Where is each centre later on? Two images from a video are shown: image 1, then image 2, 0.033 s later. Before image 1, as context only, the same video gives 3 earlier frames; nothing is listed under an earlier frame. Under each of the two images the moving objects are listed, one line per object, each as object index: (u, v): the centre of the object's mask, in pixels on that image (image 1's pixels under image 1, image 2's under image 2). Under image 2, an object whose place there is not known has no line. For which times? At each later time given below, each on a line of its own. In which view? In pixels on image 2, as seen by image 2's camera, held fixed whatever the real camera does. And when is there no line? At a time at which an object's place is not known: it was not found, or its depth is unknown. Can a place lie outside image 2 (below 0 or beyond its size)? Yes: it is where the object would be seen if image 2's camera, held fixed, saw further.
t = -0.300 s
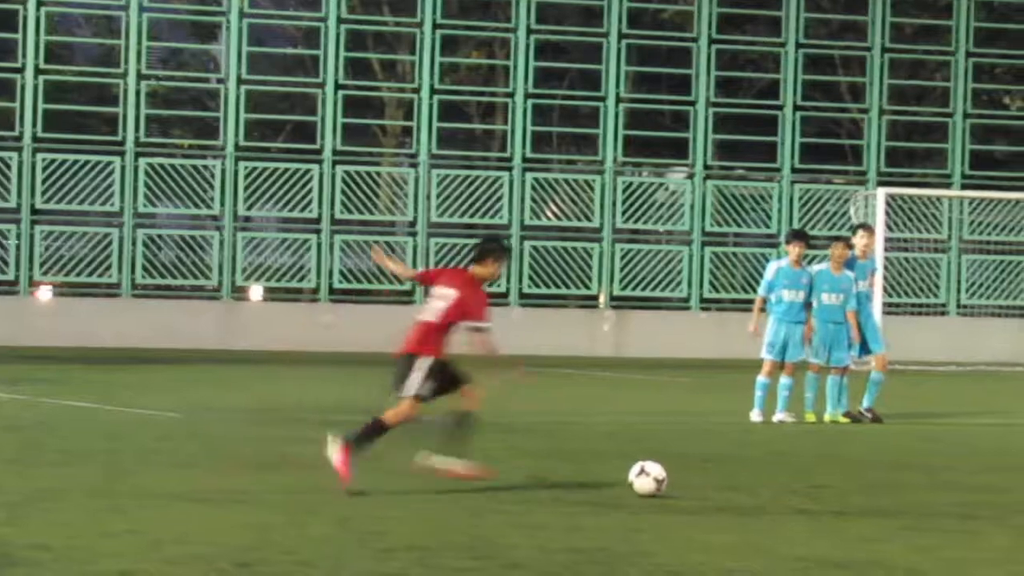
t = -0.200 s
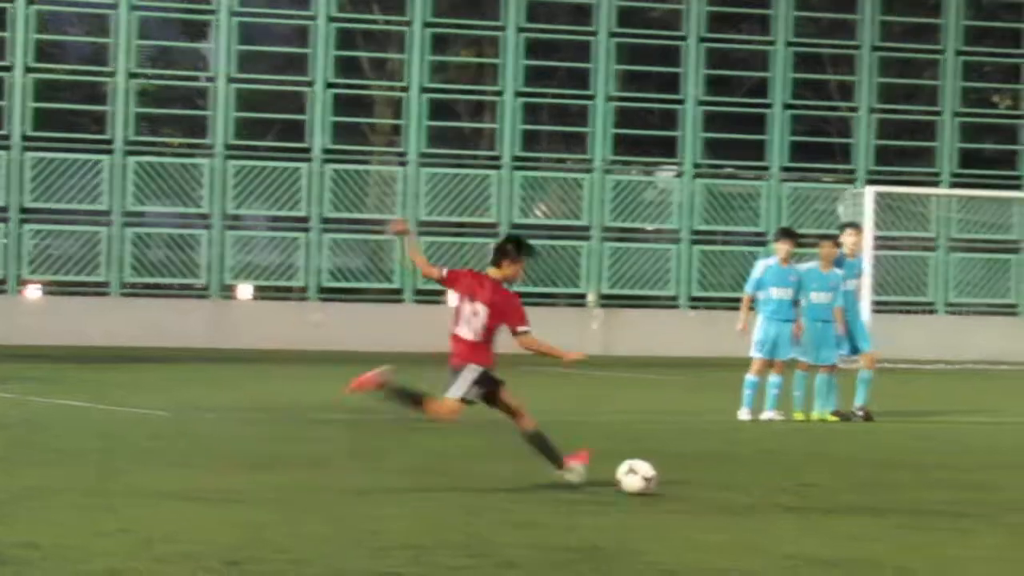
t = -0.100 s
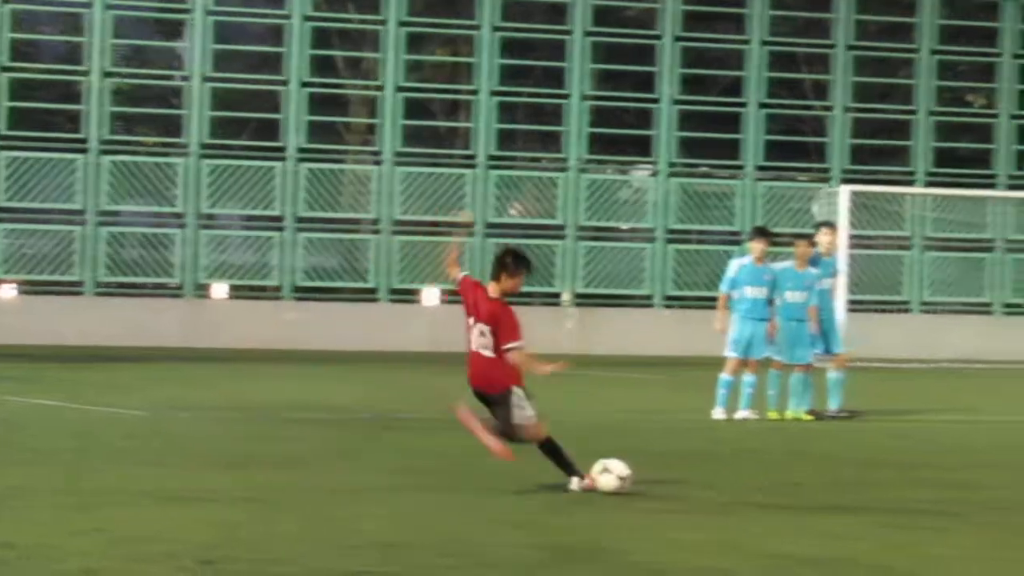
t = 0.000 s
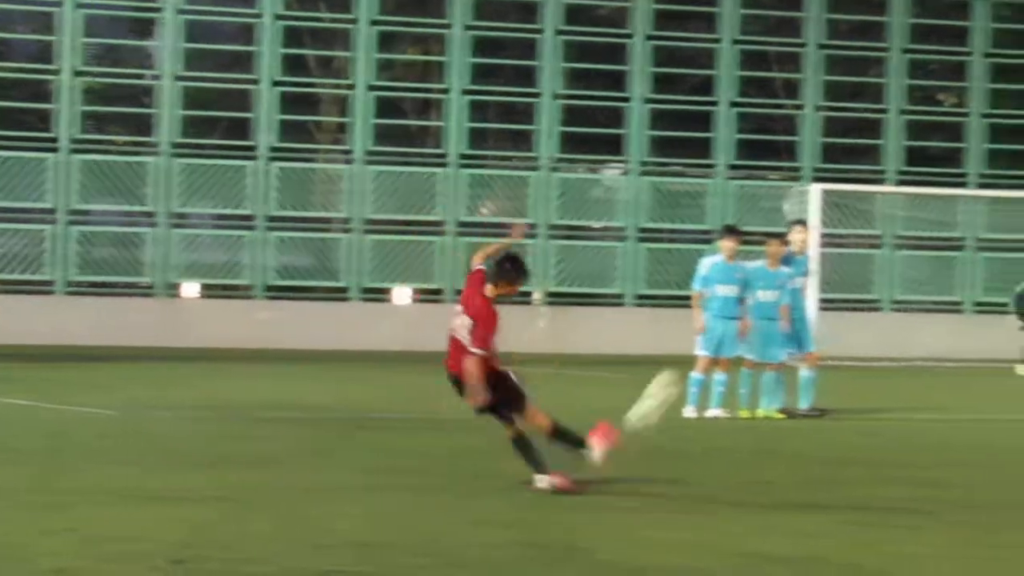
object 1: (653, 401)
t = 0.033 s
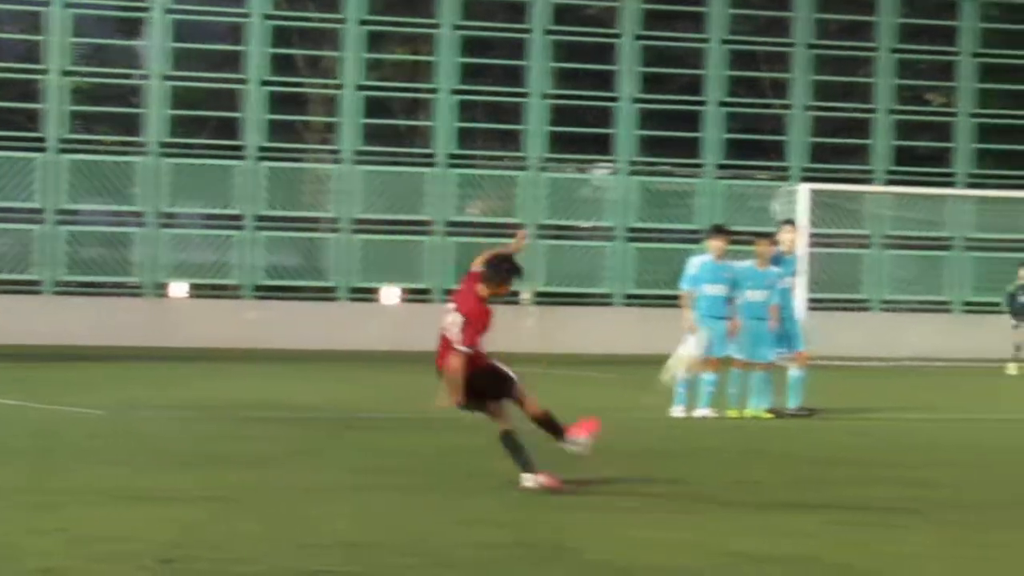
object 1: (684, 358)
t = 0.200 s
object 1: (864, 185)
